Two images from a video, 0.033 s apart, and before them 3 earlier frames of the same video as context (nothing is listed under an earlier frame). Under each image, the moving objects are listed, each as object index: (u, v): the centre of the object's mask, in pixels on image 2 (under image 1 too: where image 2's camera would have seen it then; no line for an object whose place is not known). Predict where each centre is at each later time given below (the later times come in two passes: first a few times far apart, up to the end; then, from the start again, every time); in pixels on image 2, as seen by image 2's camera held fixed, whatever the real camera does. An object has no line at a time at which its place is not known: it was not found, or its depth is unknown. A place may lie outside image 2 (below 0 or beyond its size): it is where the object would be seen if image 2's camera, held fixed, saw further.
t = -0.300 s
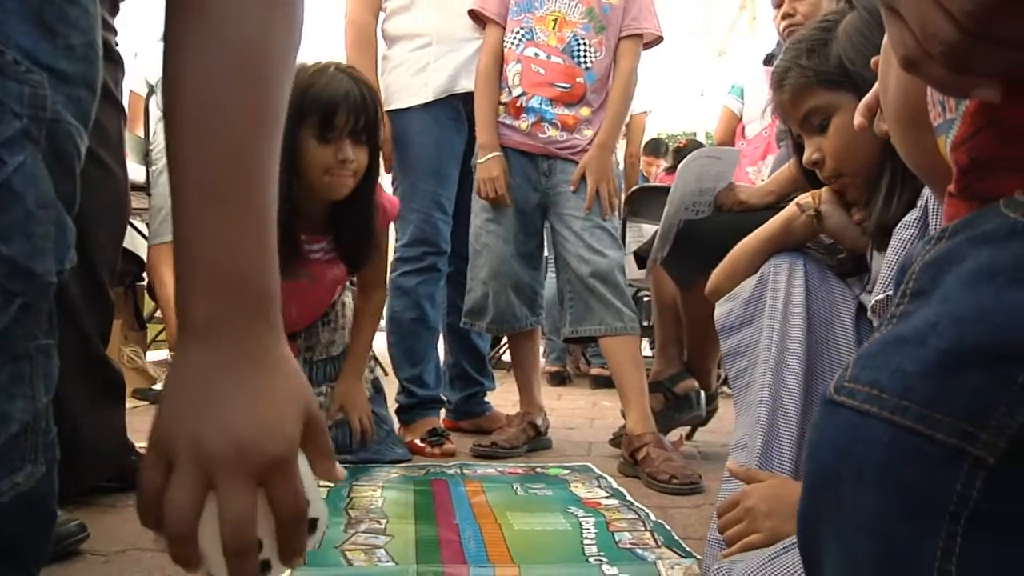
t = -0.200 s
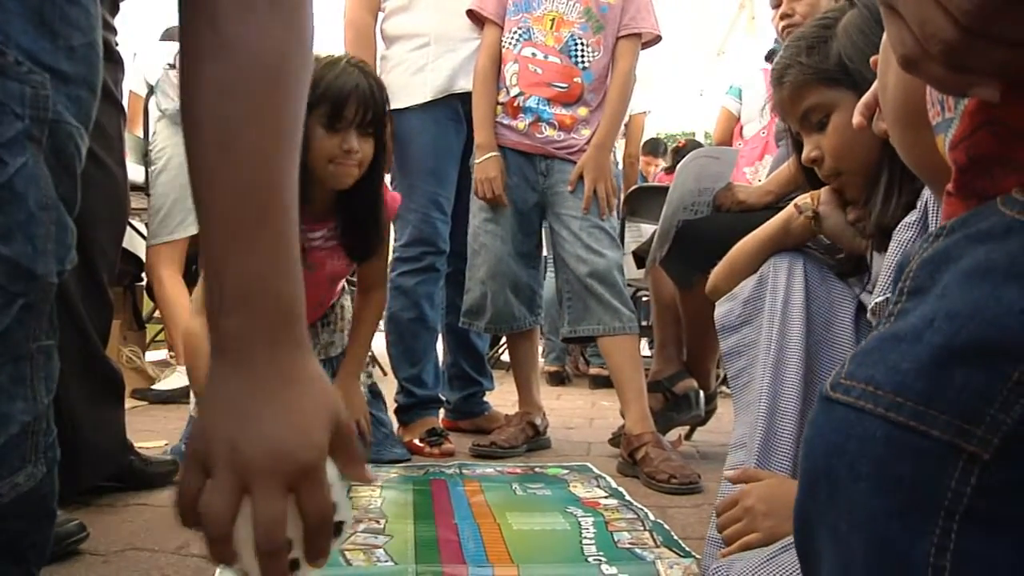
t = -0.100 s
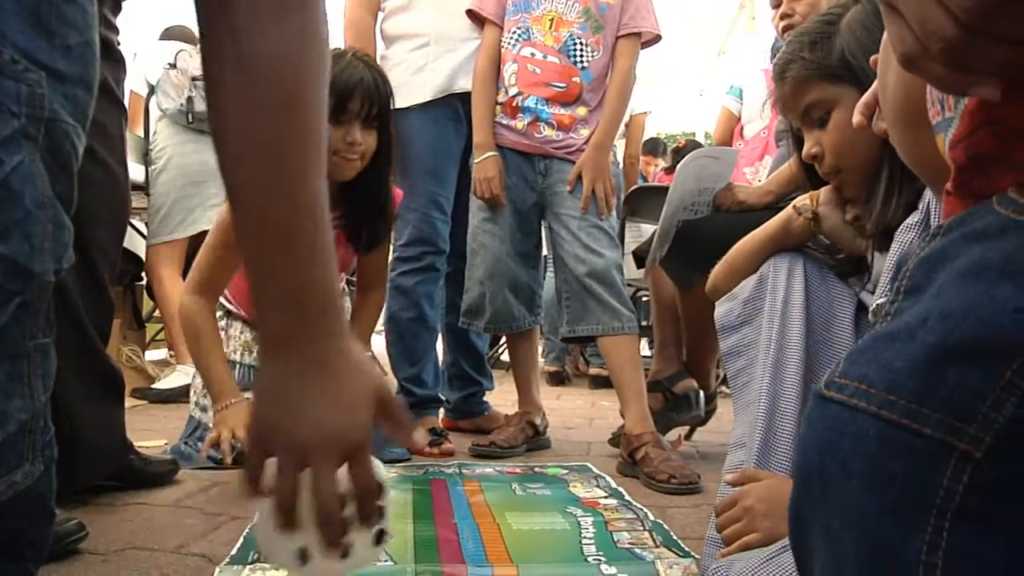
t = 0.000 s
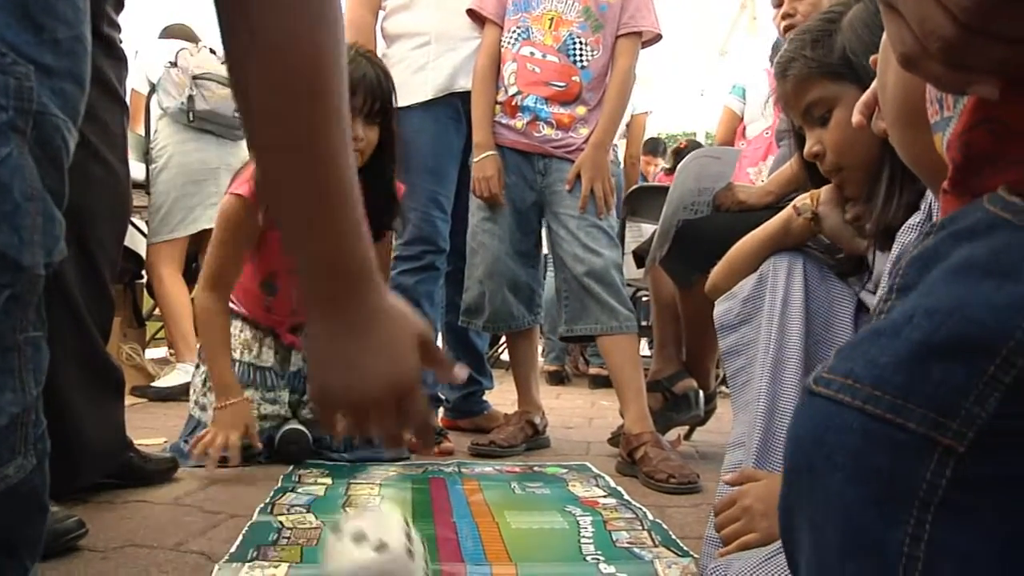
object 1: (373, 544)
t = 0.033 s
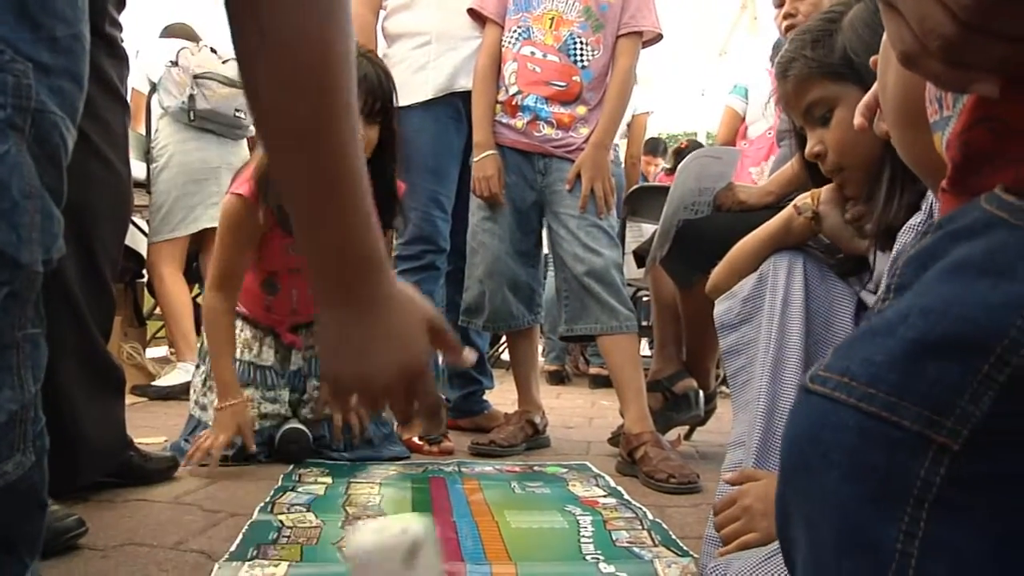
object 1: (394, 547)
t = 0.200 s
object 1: (458, 515)
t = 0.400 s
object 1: (522, 488)
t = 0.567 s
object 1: (559, 471)
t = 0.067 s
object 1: (409, 536)
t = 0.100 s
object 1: (420, 532)
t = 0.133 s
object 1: (432, 527)
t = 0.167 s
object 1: (442, 532)
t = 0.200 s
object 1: (458, 515)
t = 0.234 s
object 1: (472, 508)
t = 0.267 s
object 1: (485, 512)
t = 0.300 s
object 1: (495, 504)
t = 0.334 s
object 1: (503, 498)
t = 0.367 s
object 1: (513, 489)
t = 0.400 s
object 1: (522, 488)
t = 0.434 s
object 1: (531, 488)
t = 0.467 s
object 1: (537, 477)
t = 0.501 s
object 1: (546, 465)
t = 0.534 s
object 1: (553, 464)
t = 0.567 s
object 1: (559, 471)
